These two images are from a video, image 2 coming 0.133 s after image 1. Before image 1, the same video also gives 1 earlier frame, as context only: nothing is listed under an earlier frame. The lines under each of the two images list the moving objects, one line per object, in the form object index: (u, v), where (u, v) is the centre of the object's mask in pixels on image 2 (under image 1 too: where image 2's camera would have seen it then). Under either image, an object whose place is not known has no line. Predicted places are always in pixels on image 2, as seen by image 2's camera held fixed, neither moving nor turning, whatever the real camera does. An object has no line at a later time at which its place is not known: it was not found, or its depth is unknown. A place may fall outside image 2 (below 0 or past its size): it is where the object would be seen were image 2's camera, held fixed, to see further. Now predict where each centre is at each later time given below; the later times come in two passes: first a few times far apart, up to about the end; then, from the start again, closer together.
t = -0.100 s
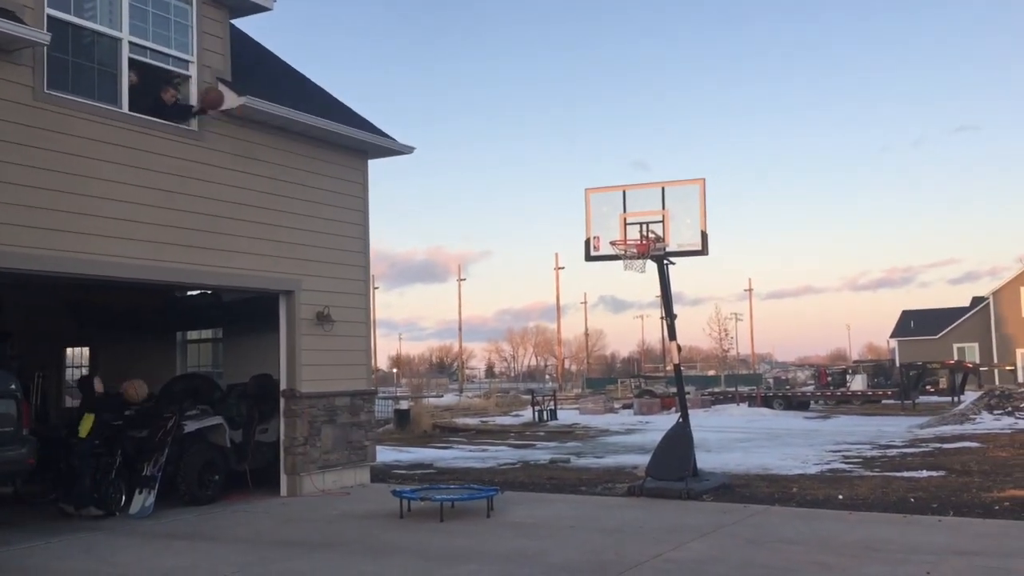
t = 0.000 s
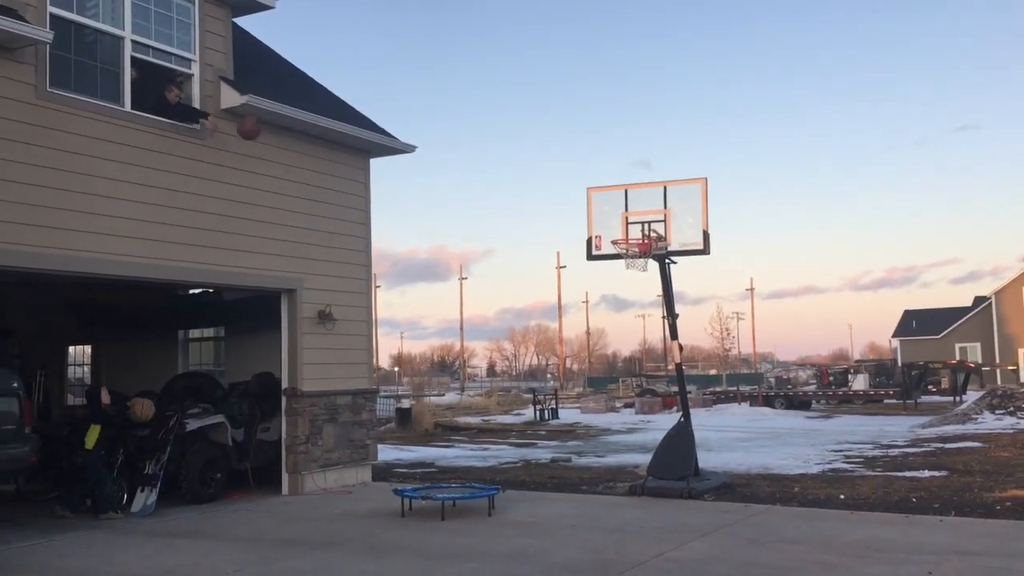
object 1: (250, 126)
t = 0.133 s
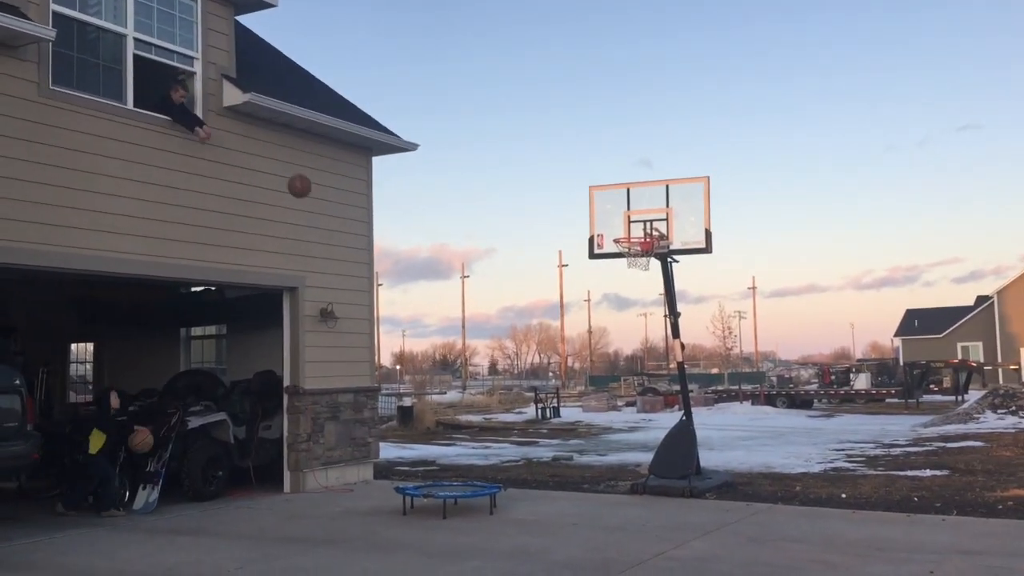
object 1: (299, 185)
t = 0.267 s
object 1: (348, 264)
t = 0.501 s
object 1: (436, 447)
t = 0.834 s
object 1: (506, 319)
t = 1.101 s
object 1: (557, 231)
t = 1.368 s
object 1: (609, 211)
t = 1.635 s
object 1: (641, 244)
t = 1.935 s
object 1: (625, 279)
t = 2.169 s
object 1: (618, 347)
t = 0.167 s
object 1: (311, 203)
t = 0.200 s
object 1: (324, 222)
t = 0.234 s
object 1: (336, 242)
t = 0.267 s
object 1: (348, 264)
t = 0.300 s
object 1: (361, 286)
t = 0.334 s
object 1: (372, 310)
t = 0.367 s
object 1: (385, 335)
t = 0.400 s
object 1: (398, 362)
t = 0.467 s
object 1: (423, 417)
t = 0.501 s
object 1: (436, 447)
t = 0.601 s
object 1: (463, 454)
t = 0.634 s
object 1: (468, 431)
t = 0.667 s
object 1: (475, 409)
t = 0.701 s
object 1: (481, 390)
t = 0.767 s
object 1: (494, 352)
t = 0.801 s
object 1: (500, 335)
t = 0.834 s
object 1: (506, 319)
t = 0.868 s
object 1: (512, 304)
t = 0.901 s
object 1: (518, 290)
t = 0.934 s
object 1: (525, 278)
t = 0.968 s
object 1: (531, 266)
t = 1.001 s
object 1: (537, 256)
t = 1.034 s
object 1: (544, 247)
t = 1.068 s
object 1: (550, 238)
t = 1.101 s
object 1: (557, 231)
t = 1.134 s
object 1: (563, 225)
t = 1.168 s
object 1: (570, 220)
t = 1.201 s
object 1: (576, 216)
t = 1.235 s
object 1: (583, 213)
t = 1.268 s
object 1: (589, 211)
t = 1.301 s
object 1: (595, 210)
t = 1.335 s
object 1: (602, 210)
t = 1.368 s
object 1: (609, 211)
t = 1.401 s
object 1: (615, 213)
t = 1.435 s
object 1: (622, 217)
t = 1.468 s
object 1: (628, 221)
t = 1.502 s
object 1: (635, 226)
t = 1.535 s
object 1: (641, 233)
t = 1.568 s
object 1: (646, 239)
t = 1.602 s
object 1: (644, 241)
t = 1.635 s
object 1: (641, 244)
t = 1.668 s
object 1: (640, 247)
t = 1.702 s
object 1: (638, 252)
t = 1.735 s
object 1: (633, 258)
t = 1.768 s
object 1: (631, 261)
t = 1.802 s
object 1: (629, 263)
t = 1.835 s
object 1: (628, 265)
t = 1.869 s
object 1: (627, 269)
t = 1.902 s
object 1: (626, 273)
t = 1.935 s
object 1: (625, 279)
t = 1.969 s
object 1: (624, 286)
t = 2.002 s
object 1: (623, 293)
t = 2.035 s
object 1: (622, 302)
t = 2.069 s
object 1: (621, 312)
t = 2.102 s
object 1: (620, 323)
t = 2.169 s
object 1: (618, 347)
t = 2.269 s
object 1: (614, 394)
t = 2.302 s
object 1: (614, 410)
